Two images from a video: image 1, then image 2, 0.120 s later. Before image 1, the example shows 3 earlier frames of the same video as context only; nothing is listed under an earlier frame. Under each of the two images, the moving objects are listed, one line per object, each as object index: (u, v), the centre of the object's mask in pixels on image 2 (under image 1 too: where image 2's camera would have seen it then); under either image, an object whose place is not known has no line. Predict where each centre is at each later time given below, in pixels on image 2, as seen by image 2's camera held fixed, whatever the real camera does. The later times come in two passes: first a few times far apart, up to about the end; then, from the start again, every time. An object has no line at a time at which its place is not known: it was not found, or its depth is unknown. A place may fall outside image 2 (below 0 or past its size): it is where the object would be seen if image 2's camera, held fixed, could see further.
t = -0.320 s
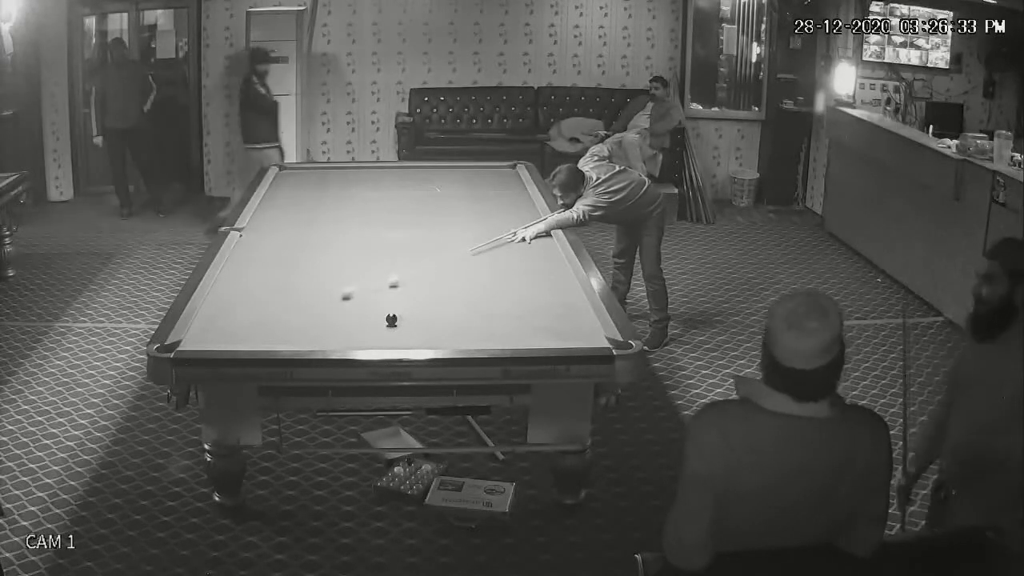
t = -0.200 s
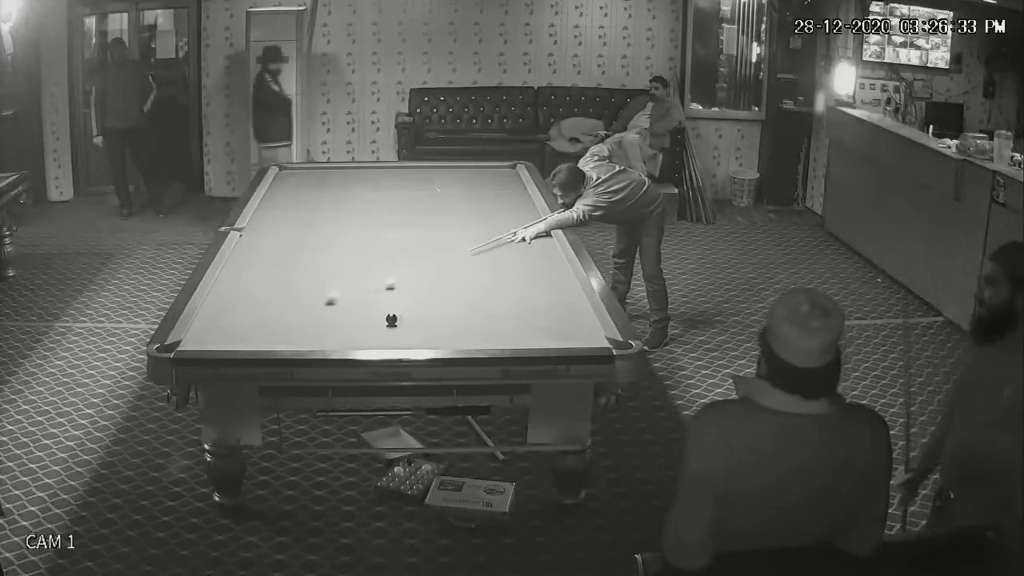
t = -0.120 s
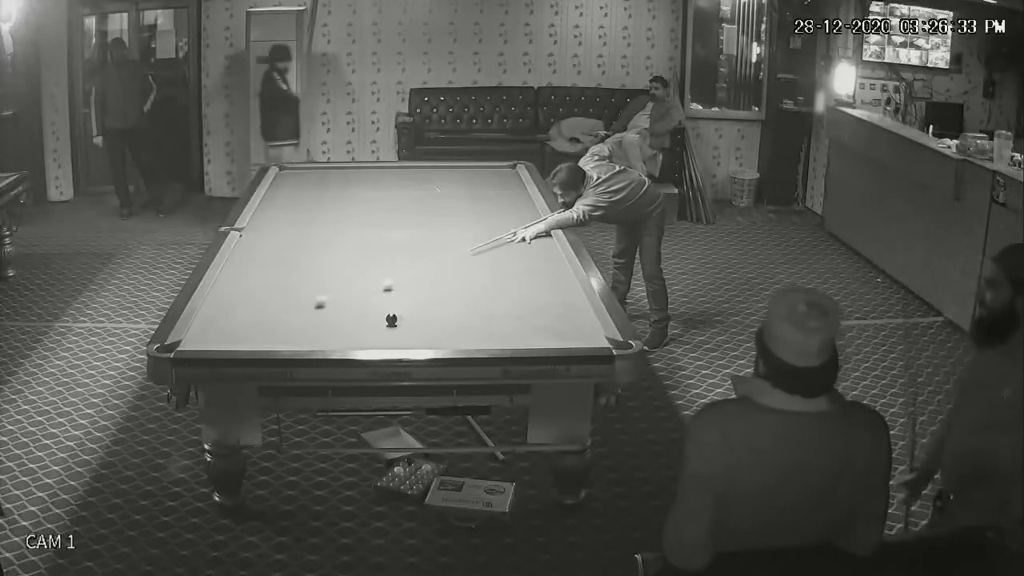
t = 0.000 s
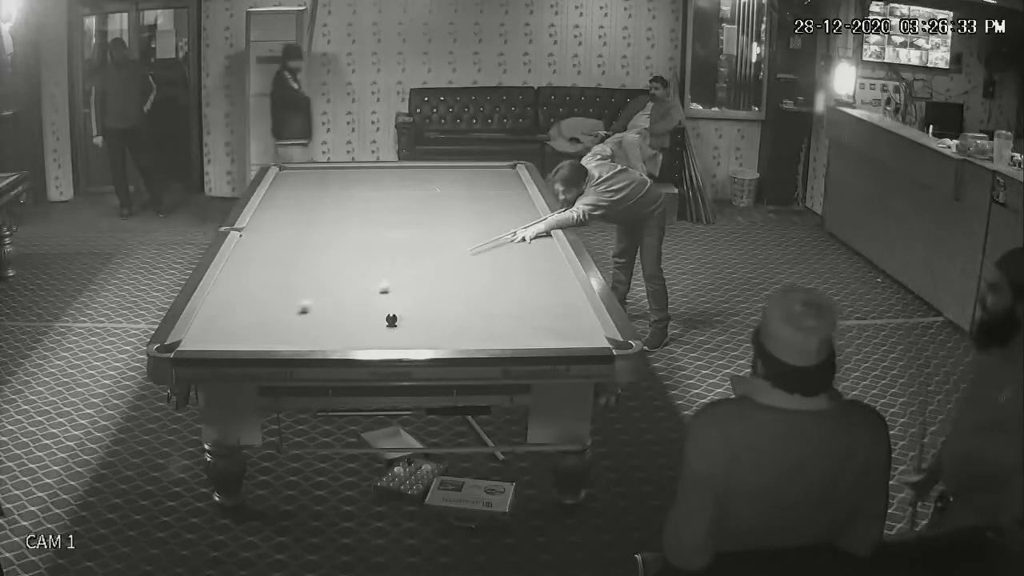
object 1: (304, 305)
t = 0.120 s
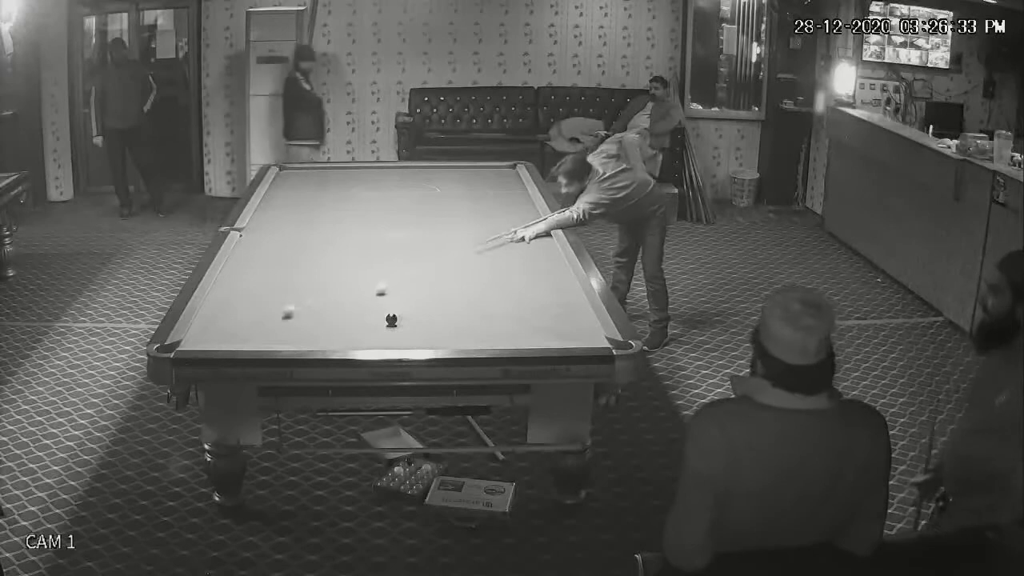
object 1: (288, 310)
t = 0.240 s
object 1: (272, 318)
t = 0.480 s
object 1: (240, 328)
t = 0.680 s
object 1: (213, 336)
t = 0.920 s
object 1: (181, 343)
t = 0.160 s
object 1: (282, 315)
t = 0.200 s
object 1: (278, 316)
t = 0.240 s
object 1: (272, 318)
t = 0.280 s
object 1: (267, 320)
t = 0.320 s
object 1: (262, 321)
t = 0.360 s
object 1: (256, 323)
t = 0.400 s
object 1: (251, 325)
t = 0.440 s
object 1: (246, 326)
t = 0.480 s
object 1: (240, 328)
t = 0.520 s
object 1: (235, 329)
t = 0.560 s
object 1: (230, 331)
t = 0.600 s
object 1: (224, 333)
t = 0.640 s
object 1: (219, 334)
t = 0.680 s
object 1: (213, 336)
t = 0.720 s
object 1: (208, 337)
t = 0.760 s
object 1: (204, 338)
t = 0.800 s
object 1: (198, 339)
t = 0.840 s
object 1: (193, 340)
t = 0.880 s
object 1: (187, 342)
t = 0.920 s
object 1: (181, 343)
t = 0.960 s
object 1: (177, 345)
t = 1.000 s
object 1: (172, 350)
